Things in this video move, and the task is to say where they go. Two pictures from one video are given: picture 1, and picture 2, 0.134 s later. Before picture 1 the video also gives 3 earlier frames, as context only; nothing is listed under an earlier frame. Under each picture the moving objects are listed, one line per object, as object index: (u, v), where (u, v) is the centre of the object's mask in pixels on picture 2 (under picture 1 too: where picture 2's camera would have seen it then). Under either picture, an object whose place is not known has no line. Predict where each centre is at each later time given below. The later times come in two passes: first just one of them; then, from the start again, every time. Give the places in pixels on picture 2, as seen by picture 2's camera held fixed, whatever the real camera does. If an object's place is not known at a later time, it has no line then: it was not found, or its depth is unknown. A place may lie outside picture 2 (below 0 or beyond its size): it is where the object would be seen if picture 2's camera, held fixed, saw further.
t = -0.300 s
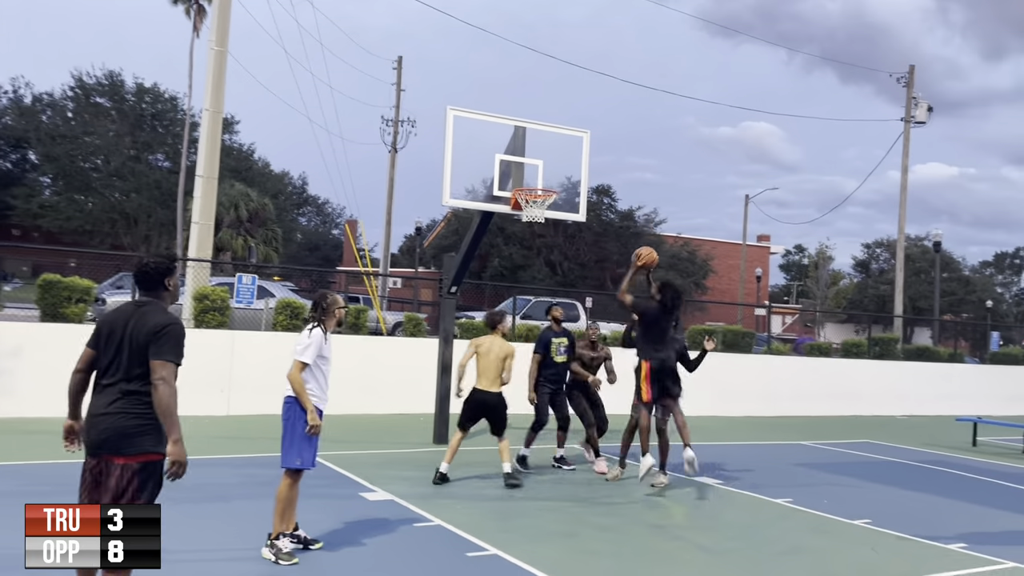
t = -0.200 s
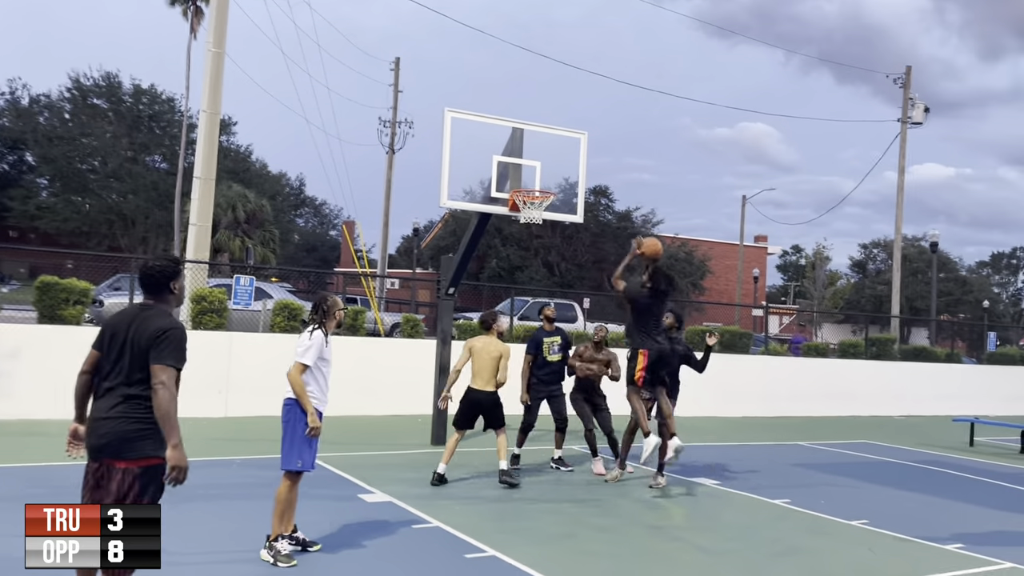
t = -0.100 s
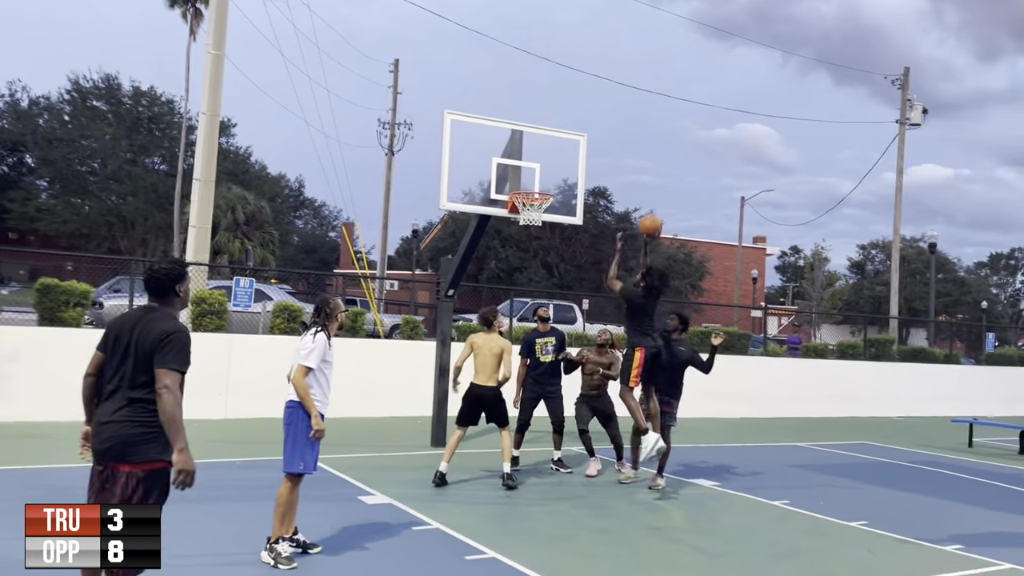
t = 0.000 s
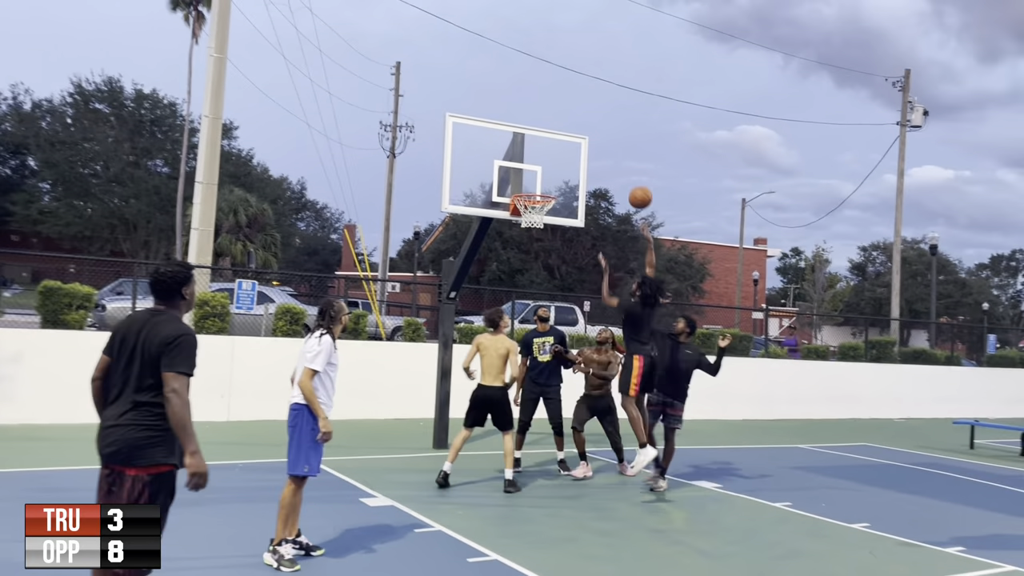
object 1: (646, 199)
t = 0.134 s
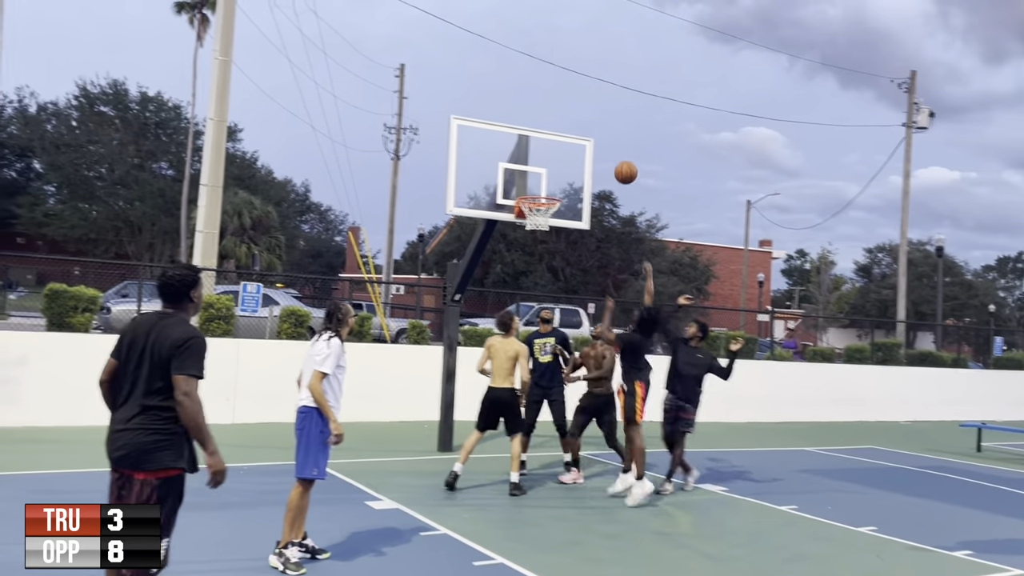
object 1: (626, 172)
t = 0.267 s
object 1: (606, 163)
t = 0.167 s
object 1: (620, 168)
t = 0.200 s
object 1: (616, 165)
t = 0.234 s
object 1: (611, 164)
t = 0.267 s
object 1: (606, 163)
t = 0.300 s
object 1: (601, 163)
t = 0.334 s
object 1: (596, 164)
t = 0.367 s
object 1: (591, 166)
